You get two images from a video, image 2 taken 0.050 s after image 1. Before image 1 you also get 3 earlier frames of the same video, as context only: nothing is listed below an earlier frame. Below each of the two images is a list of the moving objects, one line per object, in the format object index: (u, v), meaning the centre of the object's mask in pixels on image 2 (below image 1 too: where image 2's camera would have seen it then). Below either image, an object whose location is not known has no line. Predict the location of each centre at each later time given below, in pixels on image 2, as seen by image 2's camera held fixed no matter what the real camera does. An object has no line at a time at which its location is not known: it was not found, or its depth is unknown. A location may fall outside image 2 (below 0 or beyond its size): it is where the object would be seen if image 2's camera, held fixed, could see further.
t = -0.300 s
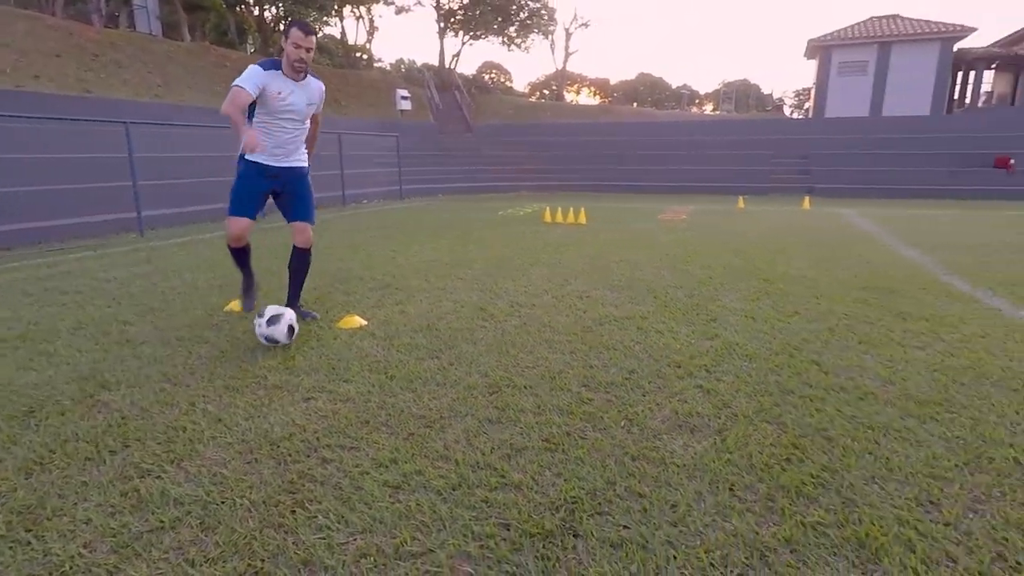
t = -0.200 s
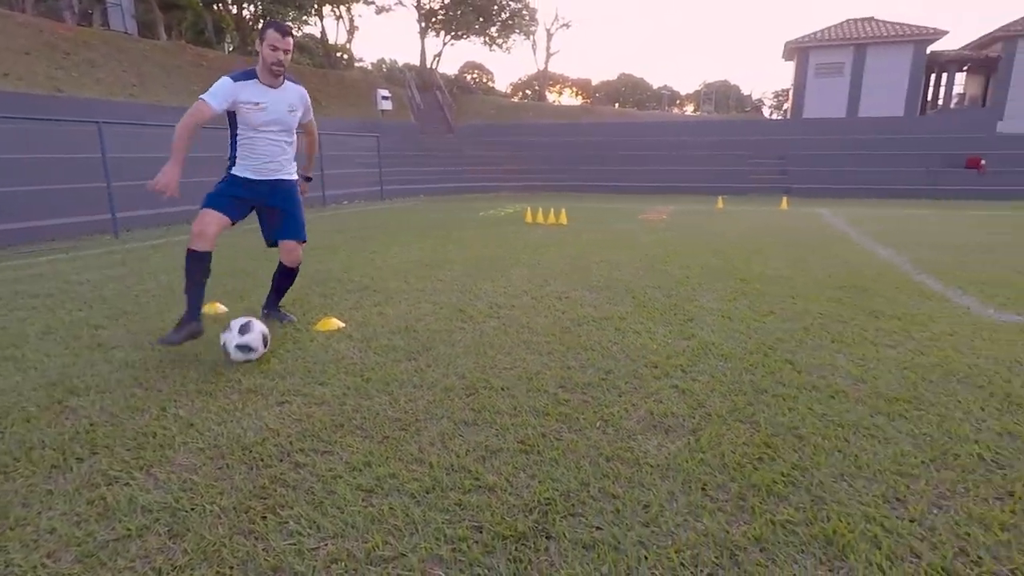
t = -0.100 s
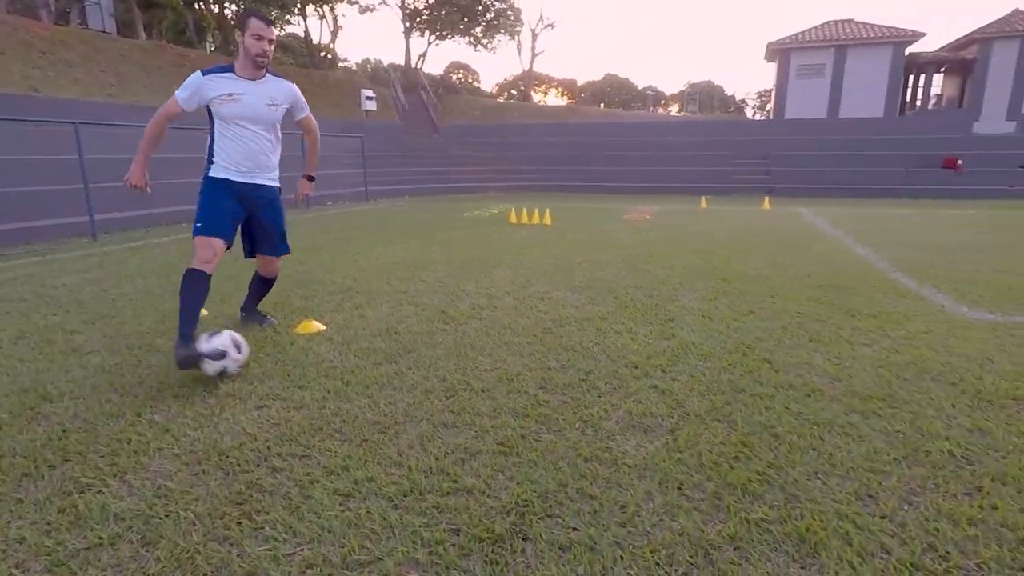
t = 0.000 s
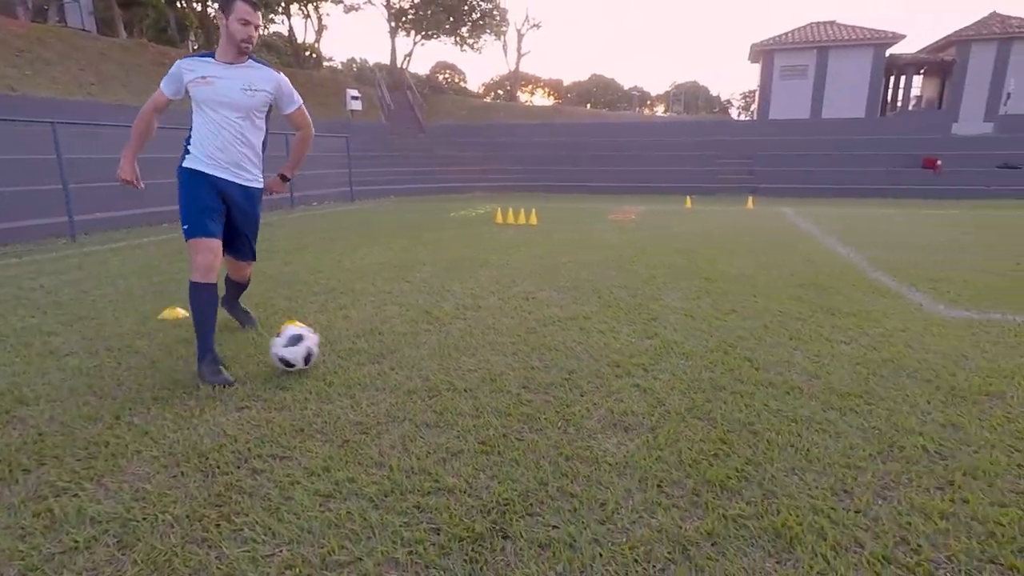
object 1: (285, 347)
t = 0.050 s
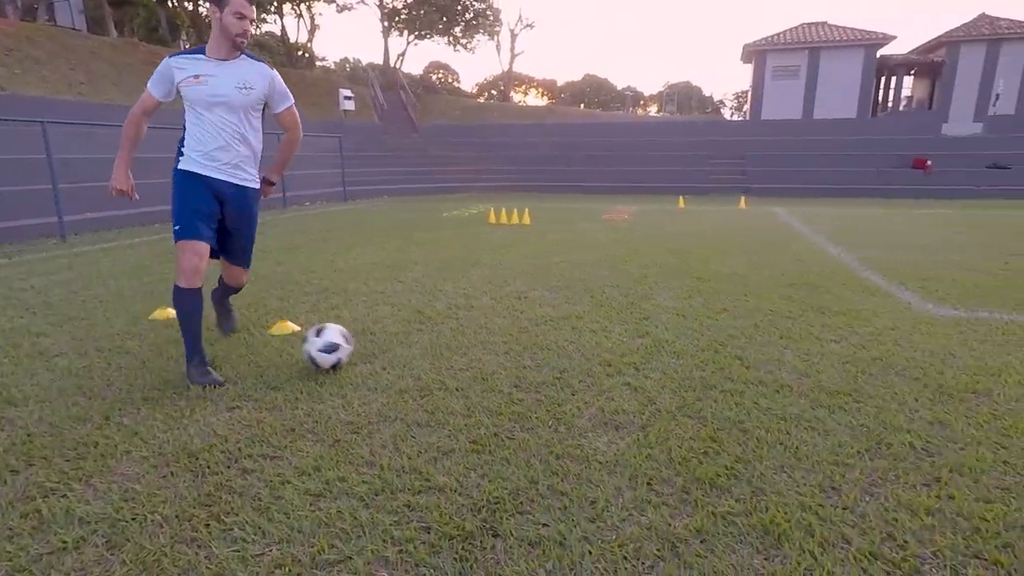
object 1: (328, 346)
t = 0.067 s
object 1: (341, 347)
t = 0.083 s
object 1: (354, 346)
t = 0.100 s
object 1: (366, 345)
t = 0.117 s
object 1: (376, 343)
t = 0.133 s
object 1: (387, 342)
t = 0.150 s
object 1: (398, 341)
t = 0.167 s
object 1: (408, 340)
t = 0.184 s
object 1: (418, 340)
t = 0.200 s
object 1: (428, 339)
